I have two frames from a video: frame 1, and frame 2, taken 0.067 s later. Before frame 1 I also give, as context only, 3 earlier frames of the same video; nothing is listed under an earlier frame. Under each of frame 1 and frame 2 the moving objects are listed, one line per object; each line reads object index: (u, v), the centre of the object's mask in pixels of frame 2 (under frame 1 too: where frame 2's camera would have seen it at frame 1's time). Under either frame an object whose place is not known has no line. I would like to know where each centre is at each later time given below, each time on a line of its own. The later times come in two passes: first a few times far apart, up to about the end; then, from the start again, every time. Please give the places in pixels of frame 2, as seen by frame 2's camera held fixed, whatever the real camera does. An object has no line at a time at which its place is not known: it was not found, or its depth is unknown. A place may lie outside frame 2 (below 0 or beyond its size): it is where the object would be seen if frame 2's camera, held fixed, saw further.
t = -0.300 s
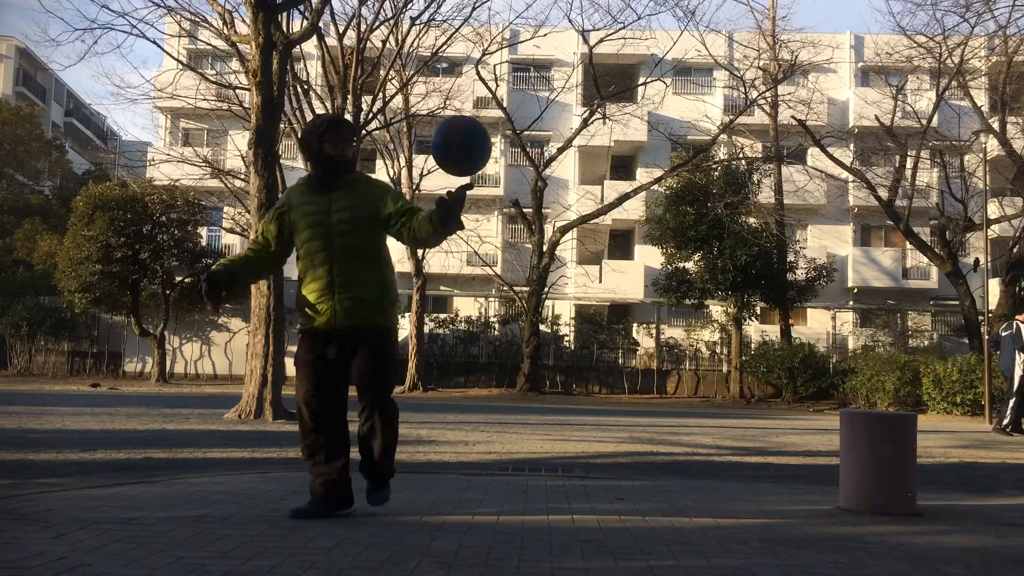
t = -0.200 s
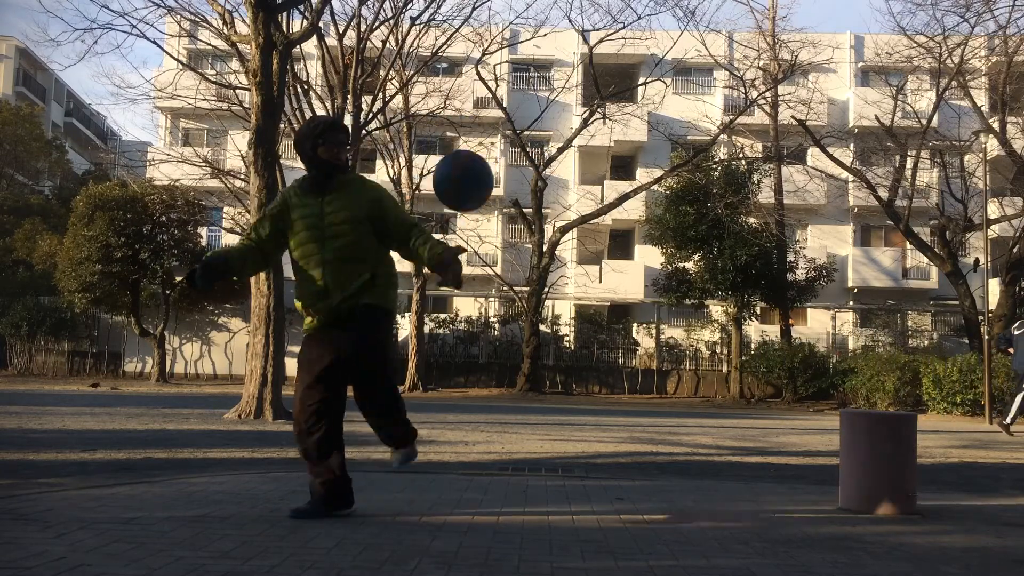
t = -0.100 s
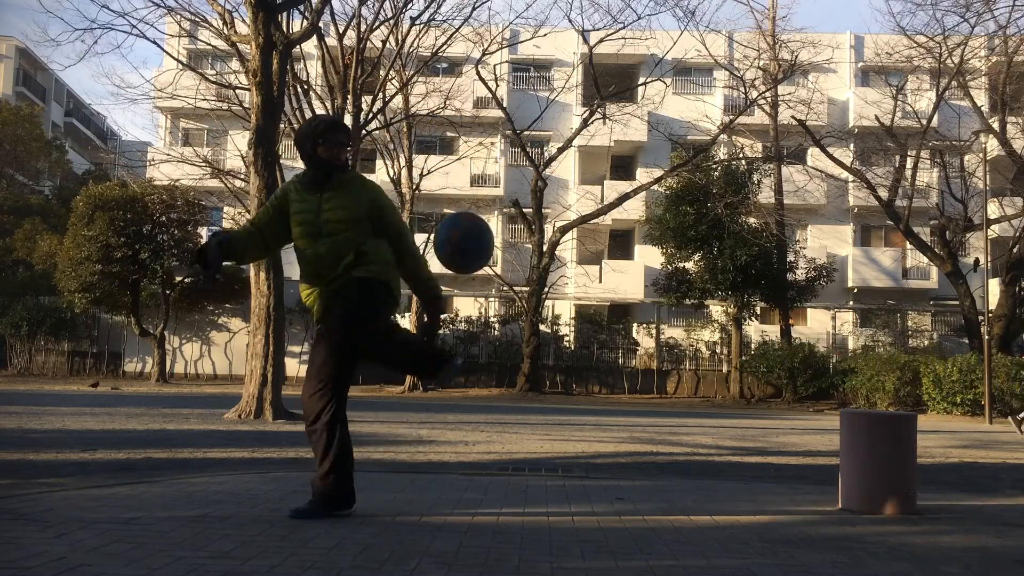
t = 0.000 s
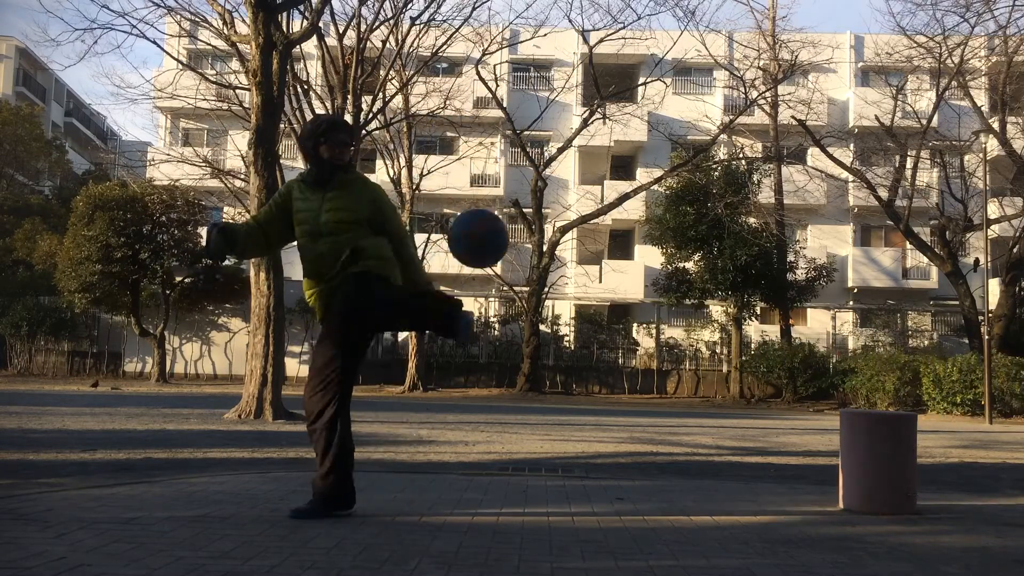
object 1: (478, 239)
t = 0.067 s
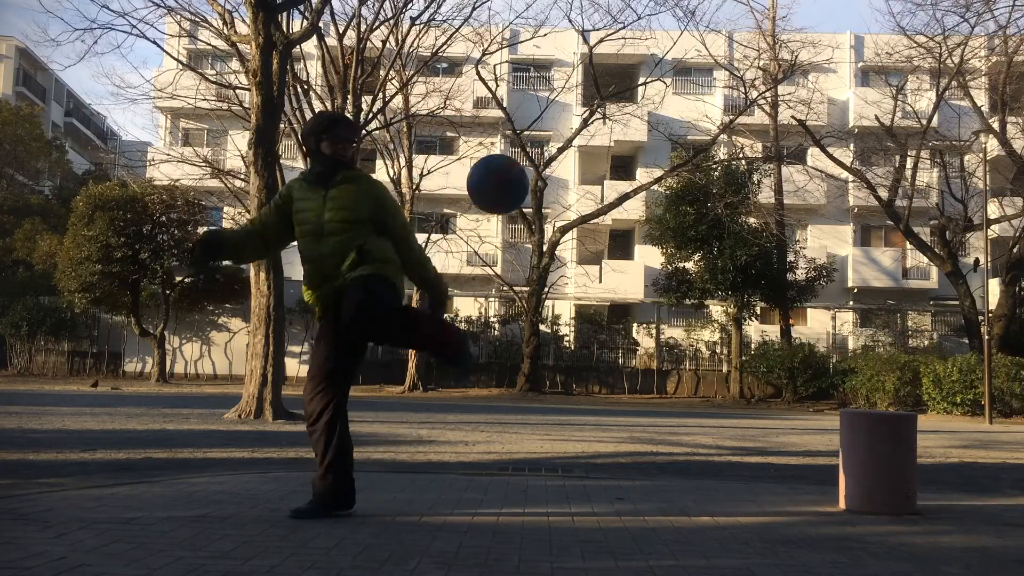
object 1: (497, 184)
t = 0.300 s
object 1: (566, 77)
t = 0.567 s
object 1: (647, 132)
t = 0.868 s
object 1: (747, 498)
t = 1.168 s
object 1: (808, 241)
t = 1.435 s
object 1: (860, 157)
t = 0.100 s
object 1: (507, 161)
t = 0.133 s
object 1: (517, 140)
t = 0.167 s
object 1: (527, 122)
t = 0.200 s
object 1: (536, 107)
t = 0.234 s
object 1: (546, 94)
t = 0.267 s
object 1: (556, 84)
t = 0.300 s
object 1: (566, 77)
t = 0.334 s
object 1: (576, 72)
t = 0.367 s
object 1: (586, 71)
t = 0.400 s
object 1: (595, 72)
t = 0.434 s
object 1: (606, 78)
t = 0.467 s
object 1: (616, 86)
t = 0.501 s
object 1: (626, 98)
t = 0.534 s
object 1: (636, 113)
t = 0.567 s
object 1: (647, 132)
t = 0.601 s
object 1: (657, 154)
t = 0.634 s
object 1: (667, 181)
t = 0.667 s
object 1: (679, 212)
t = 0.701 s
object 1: (689, 247)
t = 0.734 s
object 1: (700, 287)
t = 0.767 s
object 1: (712, 331)
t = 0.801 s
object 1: (723, 381)
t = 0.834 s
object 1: (735, 436)
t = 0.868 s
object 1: (747, 498)
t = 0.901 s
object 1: (758, 537)
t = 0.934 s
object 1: (765, 489)
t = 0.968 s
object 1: (770, 444)
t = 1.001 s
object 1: (776, 402)
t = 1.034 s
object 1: (781, 363)
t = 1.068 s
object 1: (788, 328)
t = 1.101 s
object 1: (794, 296)
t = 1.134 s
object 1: (801, 267)
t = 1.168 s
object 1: (808, 241)
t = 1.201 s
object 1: (814, 218)
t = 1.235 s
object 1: (820, 199)
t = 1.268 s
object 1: (827, 183)
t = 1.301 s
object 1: (833, 170)
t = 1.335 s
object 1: (840, 161)
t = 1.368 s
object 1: (847, 156)
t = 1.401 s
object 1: (853, 154)
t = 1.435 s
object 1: (860, 157)
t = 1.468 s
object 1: (868, 164)
